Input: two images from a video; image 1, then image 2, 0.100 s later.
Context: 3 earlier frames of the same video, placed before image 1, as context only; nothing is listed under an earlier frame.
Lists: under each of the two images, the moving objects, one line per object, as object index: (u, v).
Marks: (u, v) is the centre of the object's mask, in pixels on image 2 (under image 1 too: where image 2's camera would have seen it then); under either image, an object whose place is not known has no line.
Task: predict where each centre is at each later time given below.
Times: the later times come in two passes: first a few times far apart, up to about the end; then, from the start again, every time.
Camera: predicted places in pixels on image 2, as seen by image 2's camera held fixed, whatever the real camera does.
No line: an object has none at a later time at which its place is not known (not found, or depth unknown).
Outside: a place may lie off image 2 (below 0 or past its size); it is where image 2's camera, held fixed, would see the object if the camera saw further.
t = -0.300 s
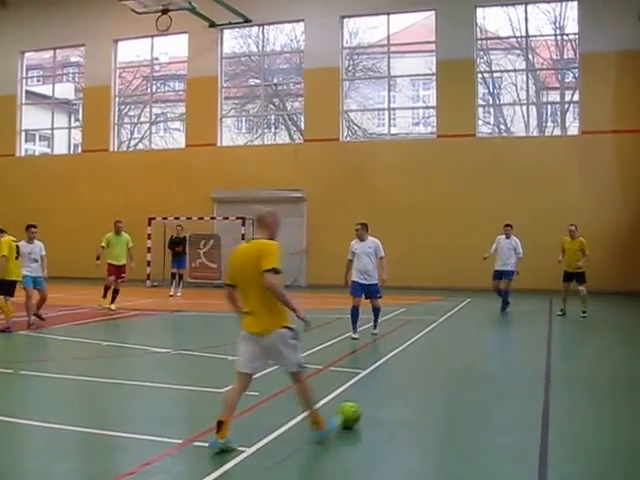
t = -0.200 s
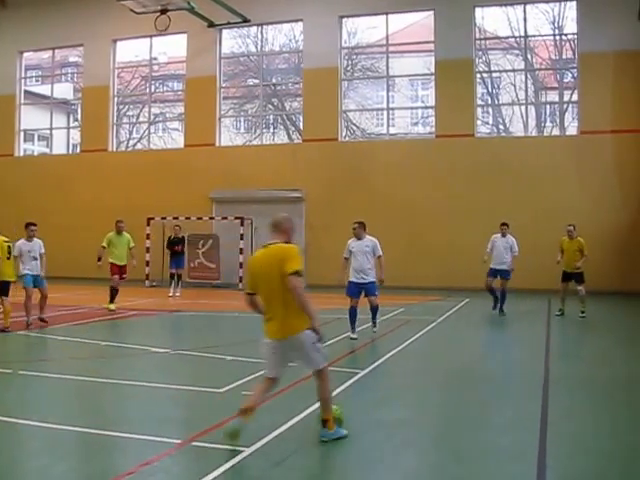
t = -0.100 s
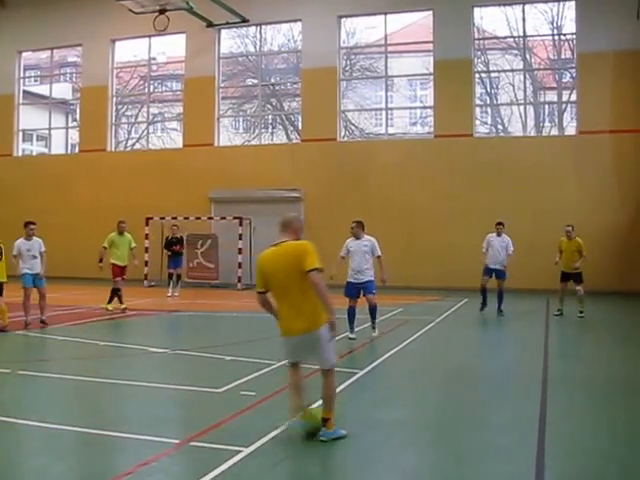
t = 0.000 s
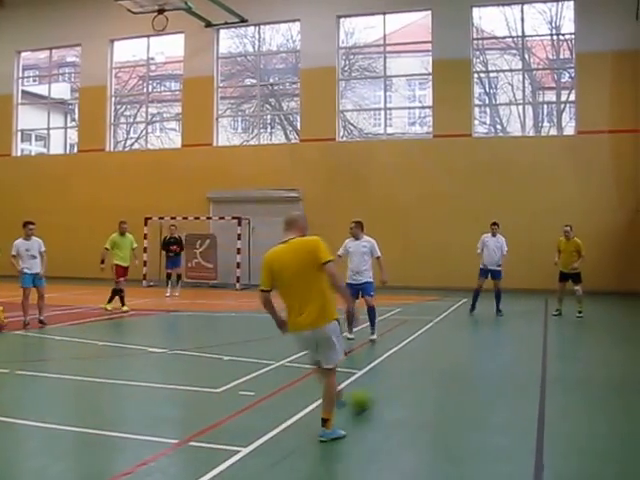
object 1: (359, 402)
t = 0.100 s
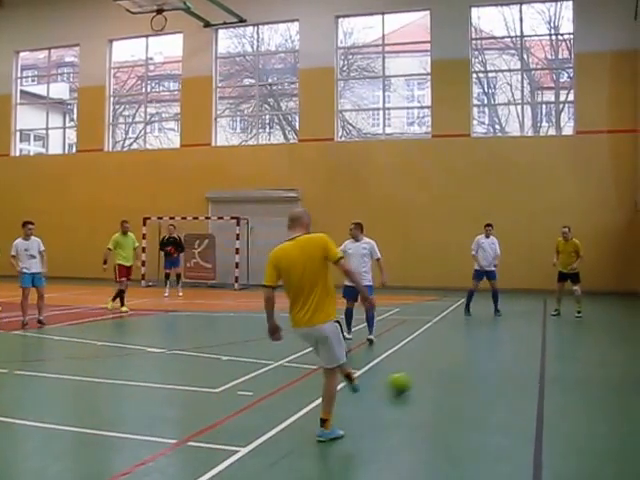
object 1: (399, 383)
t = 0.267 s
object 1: (446, 364)
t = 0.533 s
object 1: (491, 344)
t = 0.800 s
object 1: (517, 331)
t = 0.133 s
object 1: (410, 379)
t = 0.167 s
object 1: (421, 376)
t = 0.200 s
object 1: (429, 372)
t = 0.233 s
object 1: (438, 368)
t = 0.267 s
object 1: (446, 364)
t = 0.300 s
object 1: (453, 361)
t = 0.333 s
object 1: (460, 358)
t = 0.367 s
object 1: (466, 357)
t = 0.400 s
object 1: (471, 353)
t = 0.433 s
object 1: (477, 350)
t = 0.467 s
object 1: (482, 349)
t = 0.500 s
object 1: (487, 346)
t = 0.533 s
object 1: (491, 344)
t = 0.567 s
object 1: (495, 343)
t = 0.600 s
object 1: (499, 341)
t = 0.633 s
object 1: (503, 339)
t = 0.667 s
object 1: (506, 338)
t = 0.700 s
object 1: (509, 336)
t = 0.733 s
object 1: (511, 335)
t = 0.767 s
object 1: (515, 333)
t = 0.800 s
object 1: (517, 331)
